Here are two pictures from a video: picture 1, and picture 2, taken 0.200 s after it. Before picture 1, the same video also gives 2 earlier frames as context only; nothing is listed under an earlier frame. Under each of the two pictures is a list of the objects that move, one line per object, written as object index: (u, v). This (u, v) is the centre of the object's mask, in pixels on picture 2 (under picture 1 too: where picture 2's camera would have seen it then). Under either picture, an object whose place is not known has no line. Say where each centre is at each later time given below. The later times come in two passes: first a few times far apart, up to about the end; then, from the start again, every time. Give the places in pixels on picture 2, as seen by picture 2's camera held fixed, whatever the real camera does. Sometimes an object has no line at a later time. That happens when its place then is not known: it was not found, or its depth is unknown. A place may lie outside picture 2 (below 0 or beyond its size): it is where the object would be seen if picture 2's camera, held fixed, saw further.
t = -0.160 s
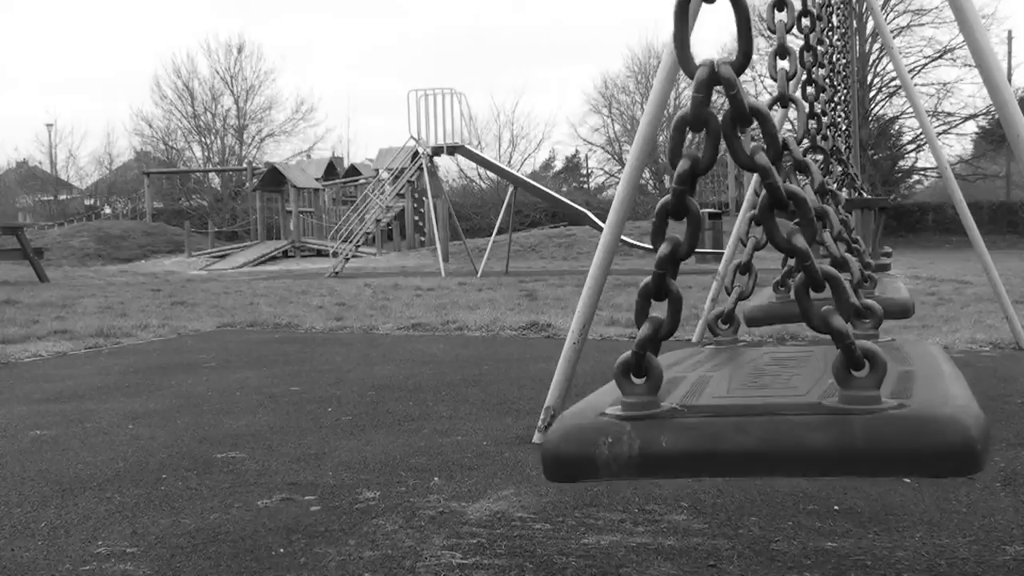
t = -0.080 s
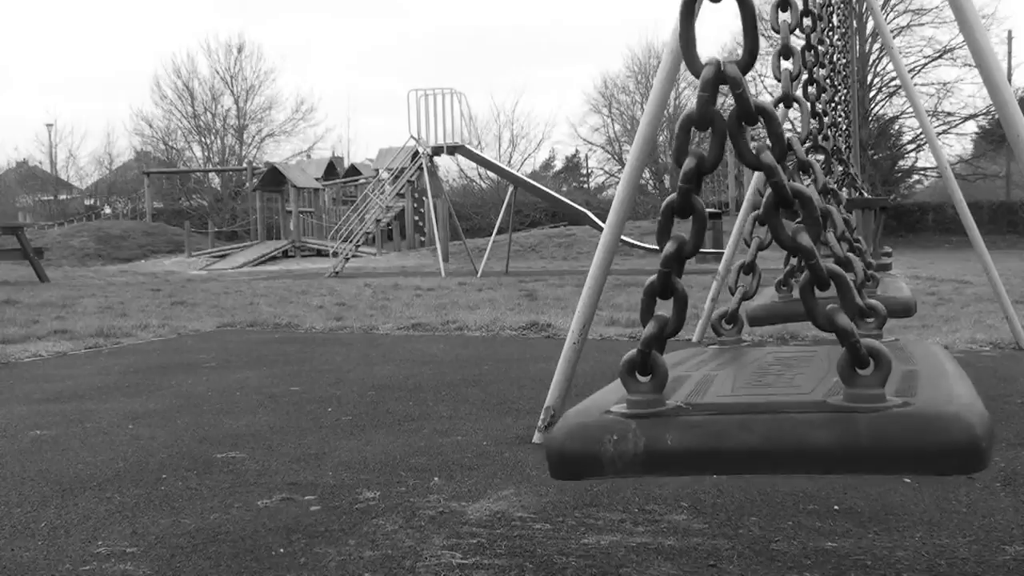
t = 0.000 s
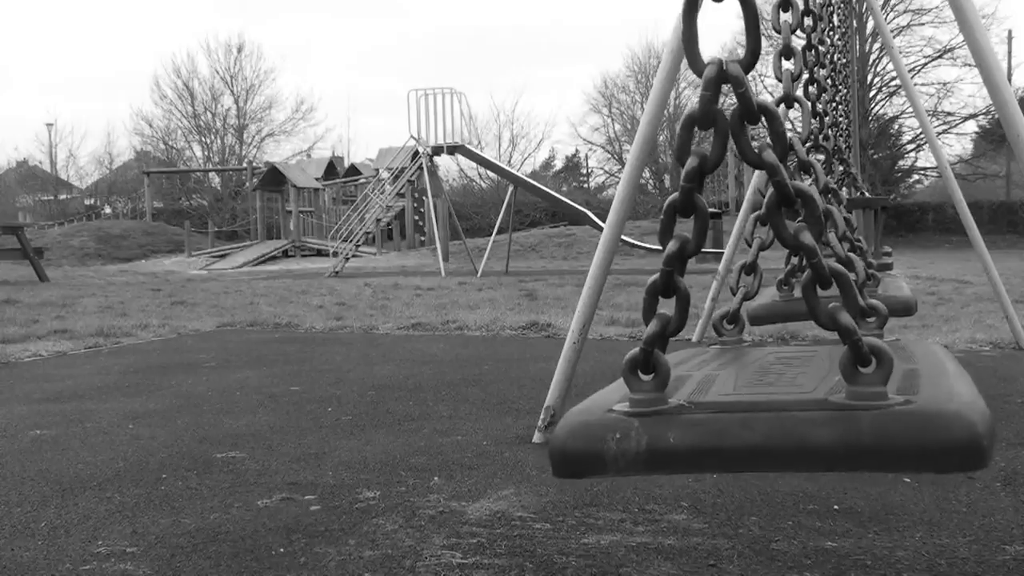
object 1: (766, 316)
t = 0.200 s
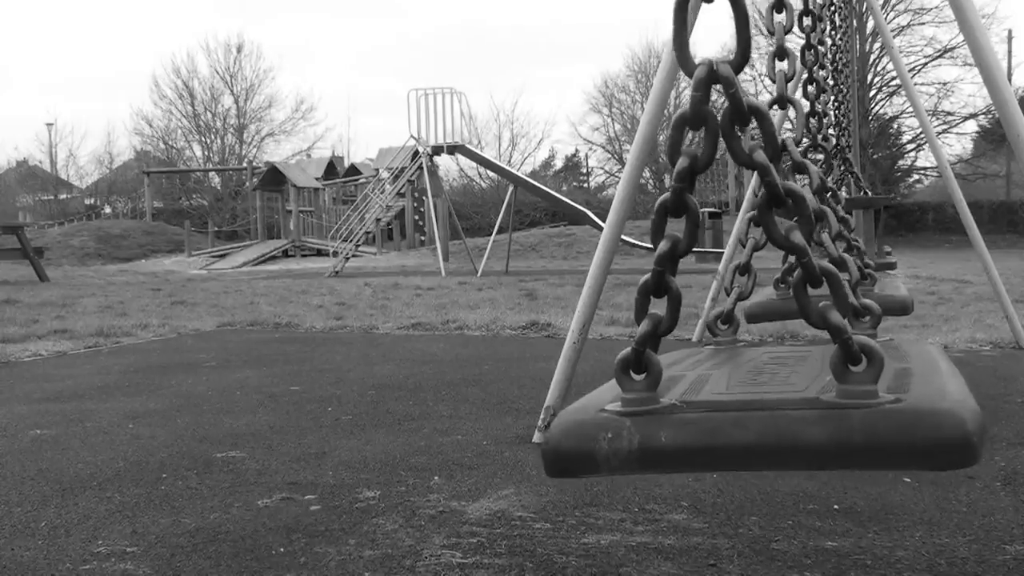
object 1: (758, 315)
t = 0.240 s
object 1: (753, 325)
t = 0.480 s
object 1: (722, 319)
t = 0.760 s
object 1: (672, 326)
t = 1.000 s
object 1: (653, 321)
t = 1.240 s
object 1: (659, 320)
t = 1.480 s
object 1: (695, 322)
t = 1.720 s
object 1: (732, 320)
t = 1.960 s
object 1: (759, 316)
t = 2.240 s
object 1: (760, 328)
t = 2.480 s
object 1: (738, 322)
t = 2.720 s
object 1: (701, 324)
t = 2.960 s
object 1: (663, 319)
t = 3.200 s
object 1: (651, 316)
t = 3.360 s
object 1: (663, 311)
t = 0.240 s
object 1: (753, 325)
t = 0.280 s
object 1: (749, 317)
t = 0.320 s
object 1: (745, 315)
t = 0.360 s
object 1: (740, 316)
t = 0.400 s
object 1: (733, 325)
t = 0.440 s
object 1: (728, 319)
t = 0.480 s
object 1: (722, 319)
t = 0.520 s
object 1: (717, 318)
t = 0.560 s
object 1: (710, 319)
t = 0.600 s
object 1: (704, 320)
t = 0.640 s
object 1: (697, 321)
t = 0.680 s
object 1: (688, 324)
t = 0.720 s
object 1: (680, 317)
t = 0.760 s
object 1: (672, 326)
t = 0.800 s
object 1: (669, 319)
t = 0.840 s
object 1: (665, 318)
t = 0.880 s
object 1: (661, 319)
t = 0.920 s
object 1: (658, 320)
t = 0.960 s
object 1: (655, 320)
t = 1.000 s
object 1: (653, 321)
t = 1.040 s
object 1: (652, 320)
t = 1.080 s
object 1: (652, 321)
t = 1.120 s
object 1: (657, 317)
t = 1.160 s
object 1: (654, 320)
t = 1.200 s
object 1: (661, 317)
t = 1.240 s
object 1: (659, 320)
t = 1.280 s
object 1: (663, 319)
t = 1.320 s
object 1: (667, 319)
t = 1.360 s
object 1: (672, 320)
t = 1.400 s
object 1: (677, 318)
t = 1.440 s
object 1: (685, 324)
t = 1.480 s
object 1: (695, 322)
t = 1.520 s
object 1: (701, 321)
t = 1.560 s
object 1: (707, 321)
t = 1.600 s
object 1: (713, 321)
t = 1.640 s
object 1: (720, 318)
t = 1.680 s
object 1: (726, 318)
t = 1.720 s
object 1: (732, 320)
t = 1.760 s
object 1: (737, 319)
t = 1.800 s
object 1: (743, 317)
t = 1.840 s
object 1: (748, 318)
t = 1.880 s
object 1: (751, 325)
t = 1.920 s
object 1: (756, 317)
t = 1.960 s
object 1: (759, 316)
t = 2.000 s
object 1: (761, 316)
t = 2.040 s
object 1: (763, 316)
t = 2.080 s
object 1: (764, 316)
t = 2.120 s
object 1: (764, 318)
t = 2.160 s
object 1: (763, 327)
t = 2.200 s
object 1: (762, 319)
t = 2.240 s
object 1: (760, 328)
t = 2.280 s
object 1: (759, 321)
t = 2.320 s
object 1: (755, 321)
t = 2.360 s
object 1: (752, 322)
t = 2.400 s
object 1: (747, 323)
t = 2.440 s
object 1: (743, 322)
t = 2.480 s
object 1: (738, 322)
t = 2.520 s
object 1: (732, 324)
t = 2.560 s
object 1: (727, 323)
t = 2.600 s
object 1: (721, 322)
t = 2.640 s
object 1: (714, 323)
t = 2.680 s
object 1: (705, 328)
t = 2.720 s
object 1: (701, 324)
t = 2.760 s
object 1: (692, 327)
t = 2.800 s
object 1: (686, 327)
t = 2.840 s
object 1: (680, 327)
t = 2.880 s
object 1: (674, 327)
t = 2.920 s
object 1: (669, 327)
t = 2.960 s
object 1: (663, 319)
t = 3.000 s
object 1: (660, 319)
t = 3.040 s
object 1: (657, 319)
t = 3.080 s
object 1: (654, 318)
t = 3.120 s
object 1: (652, 317)
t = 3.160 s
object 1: (652, 317)
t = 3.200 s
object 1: (651, 316)
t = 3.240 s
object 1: (657, 313)
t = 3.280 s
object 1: (658, 313)
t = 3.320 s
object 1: (660, 313)
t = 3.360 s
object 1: (663, 311)
